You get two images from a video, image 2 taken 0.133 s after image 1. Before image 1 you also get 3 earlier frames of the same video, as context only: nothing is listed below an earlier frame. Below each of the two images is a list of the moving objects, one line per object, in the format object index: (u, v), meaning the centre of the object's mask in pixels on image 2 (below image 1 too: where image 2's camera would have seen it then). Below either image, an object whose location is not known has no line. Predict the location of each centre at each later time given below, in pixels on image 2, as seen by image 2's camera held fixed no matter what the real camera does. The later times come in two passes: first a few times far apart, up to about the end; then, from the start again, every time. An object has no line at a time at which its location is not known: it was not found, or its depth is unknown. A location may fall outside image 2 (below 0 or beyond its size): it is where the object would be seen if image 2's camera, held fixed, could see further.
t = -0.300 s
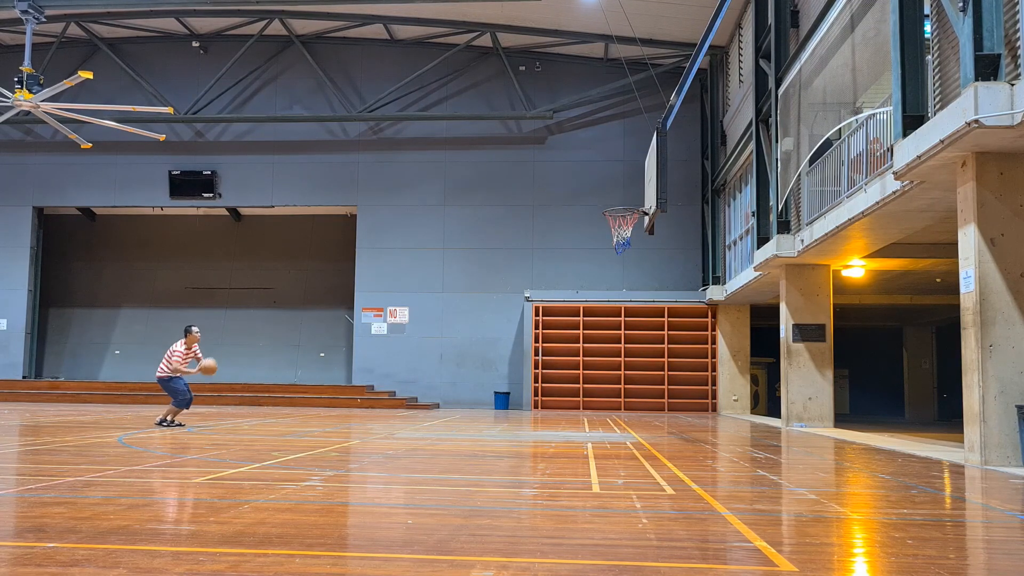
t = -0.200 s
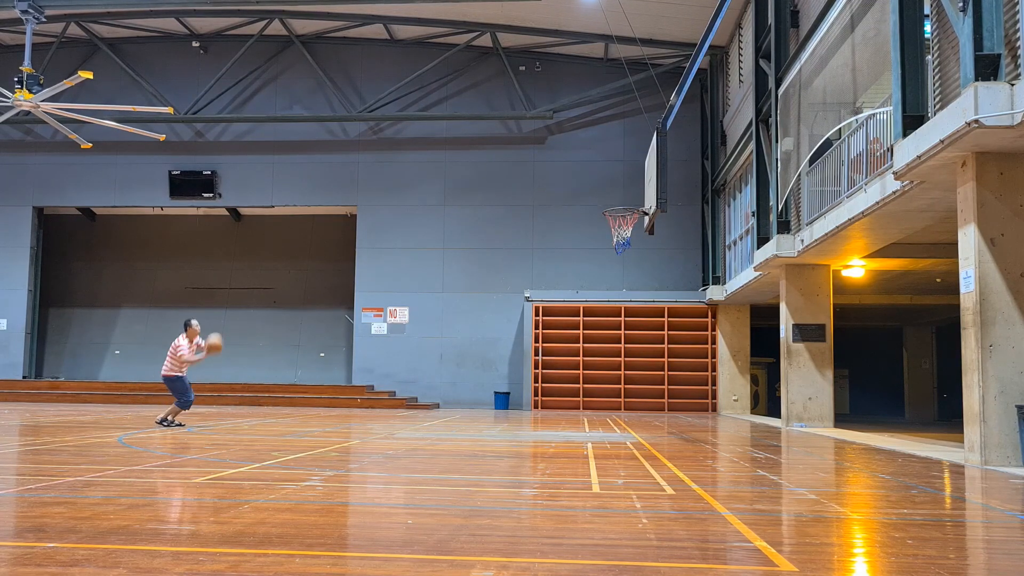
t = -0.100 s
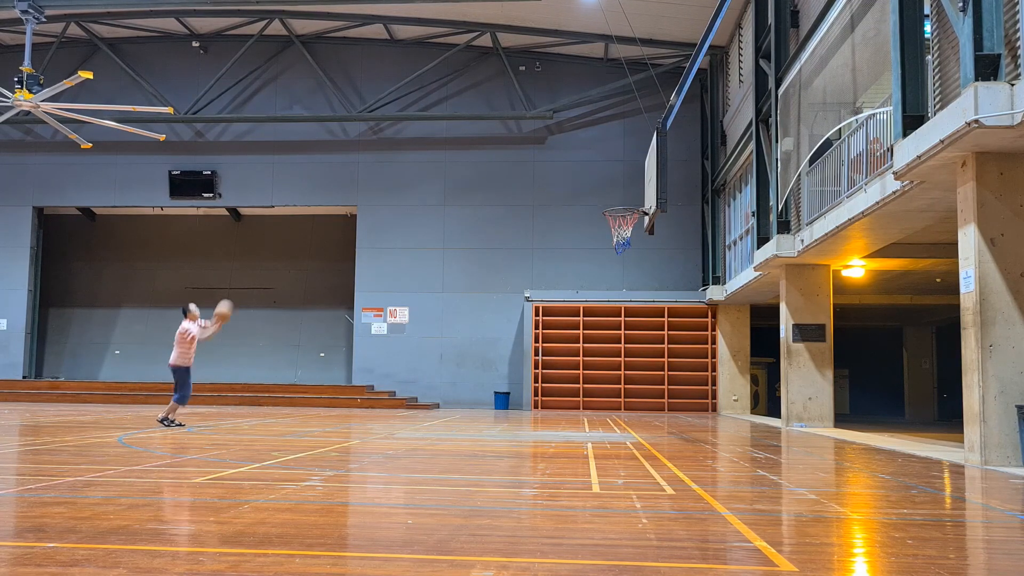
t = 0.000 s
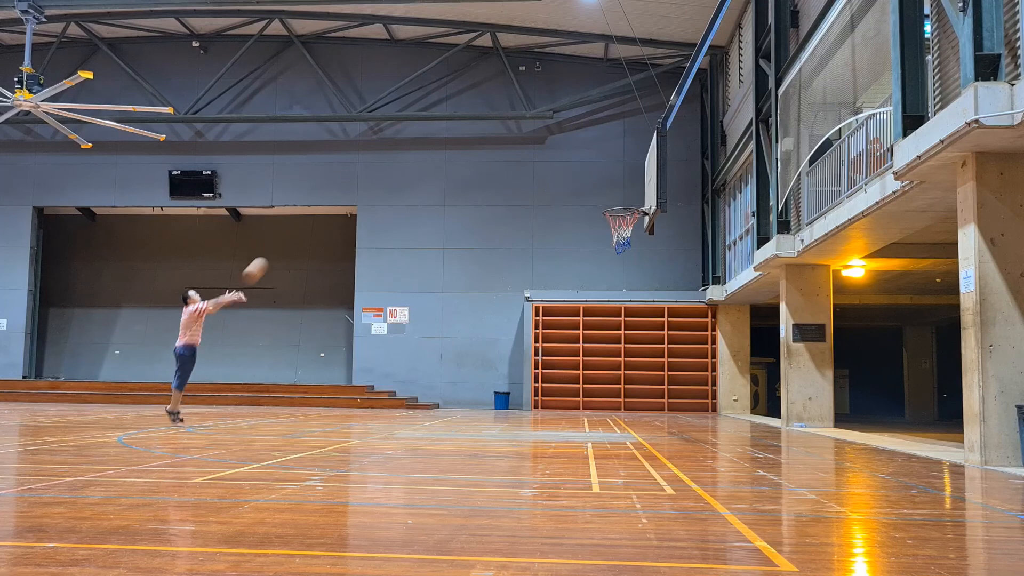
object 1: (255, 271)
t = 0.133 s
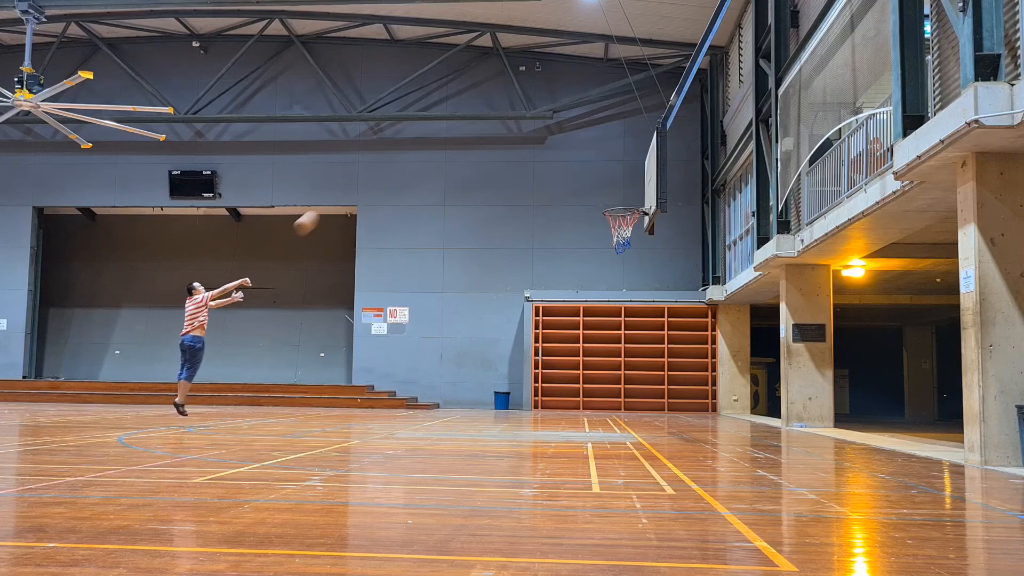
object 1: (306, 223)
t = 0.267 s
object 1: (357, 187)
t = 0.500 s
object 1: (442, 155)
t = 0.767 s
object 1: (538, 164)
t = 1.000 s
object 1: (616, 196)
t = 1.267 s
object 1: (627, 188)
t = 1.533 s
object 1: (590, 227)
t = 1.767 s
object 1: (556, 306)
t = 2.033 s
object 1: (522, 415)
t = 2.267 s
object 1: (513, 331)
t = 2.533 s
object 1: (502, 285)
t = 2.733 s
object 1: (493, 285)
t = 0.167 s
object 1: (319, 213)
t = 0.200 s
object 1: (332, 202)
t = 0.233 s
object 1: (344, 195)
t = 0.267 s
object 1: (357, 187)
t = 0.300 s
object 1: (369, 180)
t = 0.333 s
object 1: (381, 174)
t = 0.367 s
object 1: (393, 169)
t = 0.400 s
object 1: (405, 164)
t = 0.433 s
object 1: (418, 160)
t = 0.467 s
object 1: (430, 157)
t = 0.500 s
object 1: (442, 155)
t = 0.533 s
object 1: (454, 154)
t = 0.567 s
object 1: (466, 153)
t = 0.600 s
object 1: (477, 153)
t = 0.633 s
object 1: (490, 154)
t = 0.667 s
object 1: (502, 155)
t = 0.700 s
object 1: (514, 157)
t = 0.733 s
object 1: (526, 160)
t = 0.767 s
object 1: (538, 164)
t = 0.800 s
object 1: (550, 169)
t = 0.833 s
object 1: (562, 174)
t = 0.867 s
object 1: (574, 180)
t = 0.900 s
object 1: (586, 187)
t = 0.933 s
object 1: (598, 195)
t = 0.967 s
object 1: (609, 200)
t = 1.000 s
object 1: (616, 196)
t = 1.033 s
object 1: (621, 193)
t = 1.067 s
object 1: (628, 190)
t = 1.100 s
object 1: (634, 188)
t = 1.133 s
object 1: (639, 186)
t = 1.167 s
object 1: (640, 186)
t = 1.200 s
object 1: (635, 186)
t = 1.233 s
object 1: (631, 186)
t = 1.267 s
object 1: (627, 188)
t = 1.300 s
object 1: (622, 190)
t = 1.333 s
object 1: (618, 193)
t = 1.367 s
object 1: (613, 197)
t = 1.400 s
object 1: (608, 201)
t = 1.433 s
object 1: (604, 206)
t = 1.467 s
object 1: (599, 212)
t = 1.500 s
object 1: (595, 219)
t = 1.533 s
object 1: (590, 227)
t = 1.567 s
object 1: (586, 236)
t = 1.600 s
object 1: (581, 245)
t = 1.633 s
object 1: (577, 255)
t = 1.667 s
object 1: (572, 266)
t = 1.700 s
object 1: (568, 278)
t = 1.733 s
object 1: (563, 289)
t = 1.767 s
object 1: (556, 306)
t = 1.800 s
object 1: (553, 319)
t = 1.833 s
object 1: (549, 332)
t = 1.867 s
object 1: (544, 348)
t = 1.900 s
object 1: (540, 364)
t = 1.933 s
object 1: (534, 384)
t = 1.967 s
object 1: (529, 400)
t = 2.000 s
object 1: (526, 422)
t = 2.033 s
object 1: (522, 415)
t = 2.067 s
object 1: (521, 400)
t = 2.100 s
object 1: (520, 387)
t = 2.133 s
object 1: (519, 375)
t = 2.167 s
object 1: (517, 362)
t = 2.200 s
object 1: (517, 351)
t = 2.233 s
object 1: (515, 341)
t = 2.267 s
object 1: (513, 331)
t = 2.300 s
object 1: (512, 323)
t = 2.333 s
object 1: (511, 315)
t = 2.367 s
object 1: (509, 308)
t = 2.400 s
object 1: (508, 301)
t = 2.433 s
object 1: (506, 296)
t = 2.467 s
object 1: (505, 292)
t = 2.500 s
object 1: (503, 288)
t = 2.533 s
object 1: (502, 285)
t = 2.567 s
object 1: (500, 283)
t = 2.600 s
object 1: (499, 282)
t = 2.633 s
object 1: (497, 282)
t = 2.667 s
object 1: (496, 282)
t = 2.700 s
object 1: (494, 283)
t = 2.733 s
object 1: (493, 285)
